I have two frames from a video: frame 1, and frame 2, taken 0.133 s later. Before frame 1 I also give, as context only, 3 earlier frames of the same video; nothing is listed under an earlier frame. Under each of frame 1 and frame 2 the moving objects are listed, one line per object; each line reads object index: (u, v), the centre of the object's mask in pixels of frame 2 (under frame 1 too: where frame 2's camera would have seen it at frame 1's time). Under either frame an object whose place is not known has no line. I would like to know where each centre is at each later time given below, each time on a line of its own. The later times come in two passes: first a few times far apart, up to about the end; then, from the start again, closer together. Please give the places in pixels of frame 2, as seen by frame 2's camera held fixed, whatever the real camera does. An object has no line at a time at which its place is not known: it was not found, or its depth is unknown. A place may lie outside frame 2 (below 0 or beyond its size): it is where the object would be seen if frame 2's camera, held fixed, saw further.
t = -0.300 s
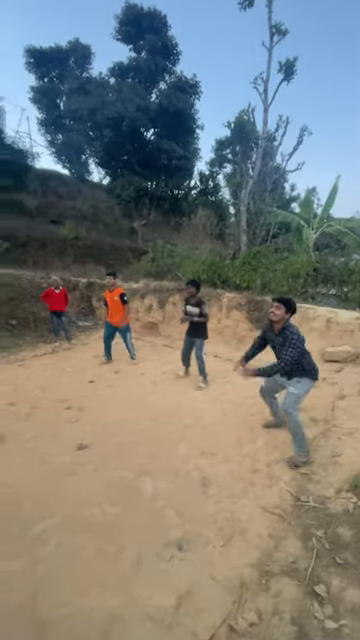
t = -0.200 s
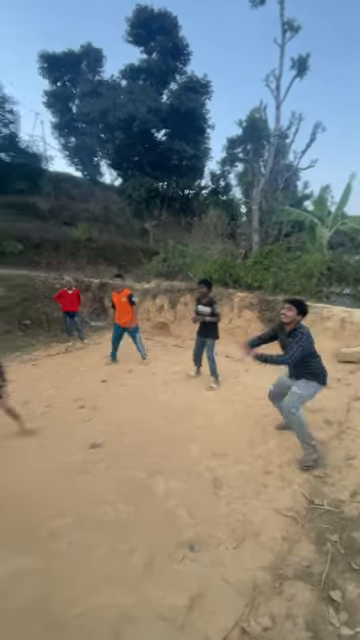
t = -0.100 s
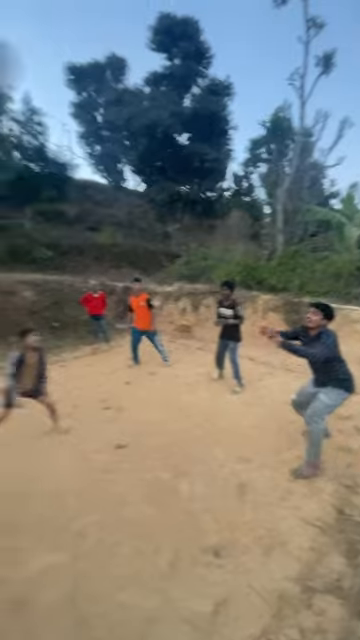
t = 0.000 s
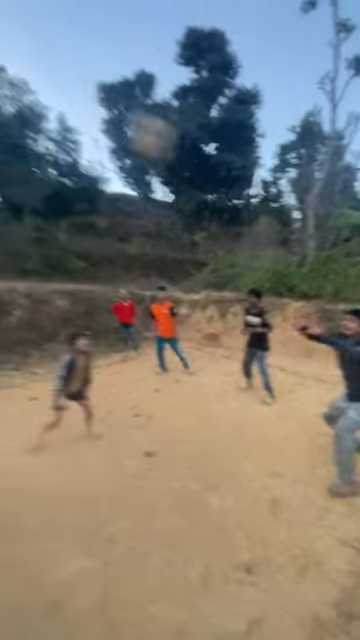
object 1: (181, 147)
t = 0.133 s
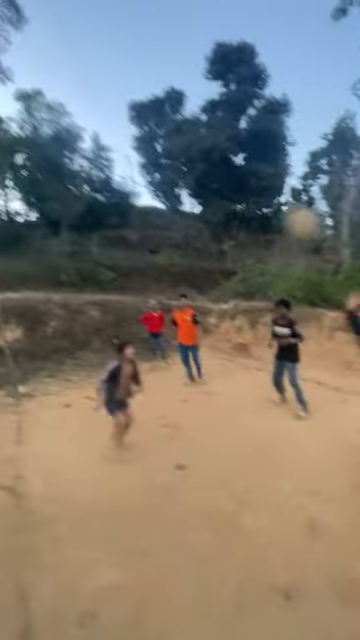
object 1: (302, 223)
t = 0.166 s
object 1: (329, 244)
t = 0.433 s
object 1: (290, 181)
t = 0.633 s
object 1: (213, 152)
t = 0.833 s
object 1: (155, 178)
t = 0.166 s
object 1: (329, 244)
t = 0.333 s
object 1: (326, 223)
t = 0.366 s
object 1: (315, 208)
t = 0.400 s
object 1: (306, 193)
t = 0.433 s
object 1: (290, 181)
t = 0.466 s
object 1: (276, 172)
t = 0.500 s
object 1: (262, 165)
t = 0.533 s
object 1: (249, 159)
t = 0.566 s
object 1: (237, 155)
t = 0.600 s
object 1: (225, 153)
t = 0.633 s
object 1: (213, 152)
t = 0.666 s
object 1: (203, 153)
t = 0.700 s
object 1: (192, 154)
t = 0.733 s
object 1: (182, 158)
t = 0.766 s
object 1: (171, 165)
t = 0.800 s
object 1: (163, 170)
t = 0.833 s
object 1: (155, 178)
